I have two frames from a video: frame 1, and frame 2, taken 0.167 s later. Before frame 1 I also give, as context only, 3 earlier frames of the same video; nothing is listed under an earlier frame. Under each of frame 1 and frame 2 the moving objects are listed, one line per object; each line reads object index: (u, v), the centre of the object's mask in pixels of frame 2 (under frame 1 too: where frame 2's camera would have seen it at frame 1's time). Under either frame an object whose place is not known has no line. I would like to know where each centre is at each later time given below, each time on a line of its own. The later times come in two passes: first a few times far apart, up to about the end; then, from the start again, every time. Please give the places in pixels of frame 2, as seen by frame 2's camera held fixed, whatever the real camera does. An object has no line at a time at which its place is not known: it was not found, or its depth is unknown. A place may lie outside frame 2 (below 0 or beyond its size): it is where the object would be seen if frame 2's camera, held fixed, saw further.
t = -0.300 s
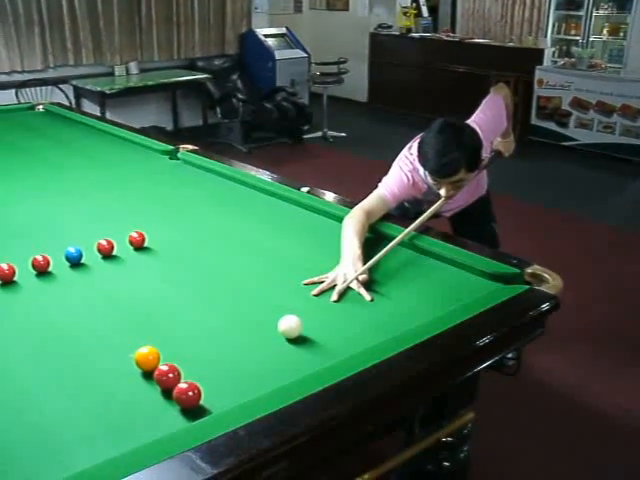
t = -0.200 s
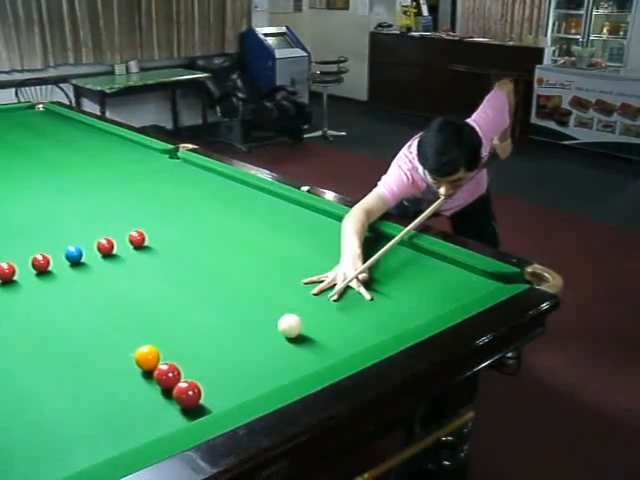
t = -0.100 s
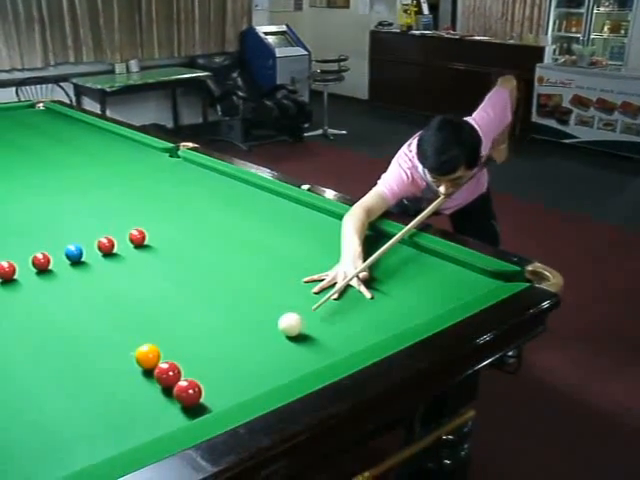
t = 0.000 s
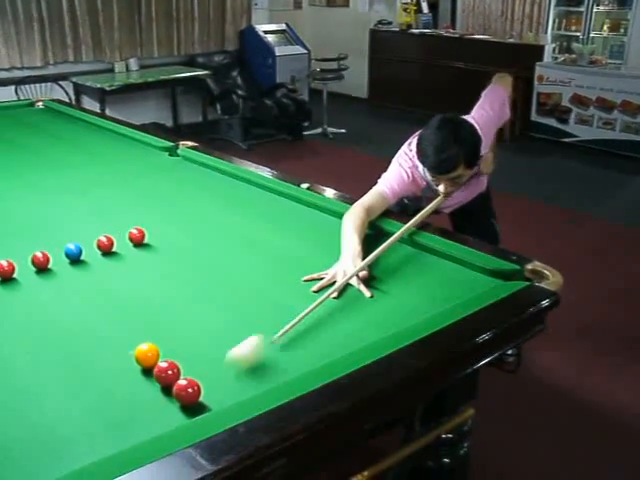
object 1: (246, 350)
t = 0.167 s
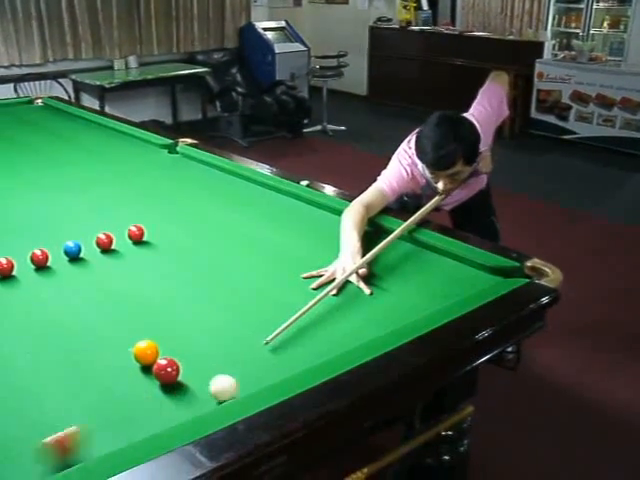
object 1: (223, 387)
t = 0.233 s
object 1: (230, 389)
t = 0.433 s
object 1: (233, 380)
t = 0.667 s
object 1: (234, 366)
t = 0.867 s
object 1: (234, 355)
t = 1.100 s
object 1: (235, 345)
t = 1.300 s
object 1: (237, 338)
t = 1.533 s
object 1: (238, 331)
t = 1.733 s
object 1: (238, 326)
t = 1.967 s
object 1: (239, 322)
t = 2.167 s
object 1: (239, 320)
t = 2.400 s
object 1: (239, 319)
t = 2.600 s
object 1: (239, 319)
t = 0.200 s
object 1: (227, 388)
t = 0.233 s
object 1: (230, 389)
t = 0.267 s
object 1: (232, 389)
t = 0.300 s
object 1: (233, 387)
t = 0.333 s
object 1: (233, 385)
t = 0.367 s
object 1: (233, 384)
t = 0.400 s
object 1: (233, 382)
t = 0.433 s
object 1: (233, 380)
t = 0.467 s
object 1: (233, 378)
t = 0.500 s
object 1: (234, 376)
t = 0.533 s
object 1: (234, 374)
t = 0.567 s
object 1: (234, 372)
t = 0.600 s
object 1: (234, 370)
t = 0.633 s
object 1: (234, 368)
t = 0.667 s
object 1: (234, 366)
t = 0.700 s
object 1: (234, 364)
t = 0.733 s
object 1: (234, 362)
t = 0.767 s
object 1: (234, 360)
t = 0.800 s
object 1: (234, 358)
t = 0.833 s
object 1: (234, 357)
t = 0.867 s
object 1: (234, 355)
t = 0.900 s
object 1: (235, 354)
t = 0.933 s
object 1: (235, 352)
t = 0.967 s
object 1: (235, 351)
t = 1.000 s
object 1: (235, 349)
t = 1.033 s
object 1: (235, 348)
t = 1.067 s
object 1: (235, 346)
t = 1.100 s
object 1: (235, 345)
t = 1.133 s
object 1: (236, 343)
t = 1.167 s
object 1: (236, 342)
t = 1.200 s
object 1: (236, 341)
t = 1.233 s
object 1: (237, 340)
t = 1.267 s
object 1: (237, 339)
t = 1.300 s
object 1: (237, 338)
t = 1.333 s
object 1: (237, 337)
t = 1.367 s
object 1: (237, 336)
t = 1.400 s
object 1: (237, 335)
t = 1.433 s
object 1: (237, 334)
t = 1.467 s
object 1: (238, 333)
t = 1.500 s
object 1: (238, 332)
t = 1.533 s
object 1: (238, 331)
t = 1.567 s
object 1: (238, 330)
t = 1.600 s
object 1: (238, 329)
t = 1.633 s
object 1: (238, 328)
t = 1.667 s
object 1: (238, 327)
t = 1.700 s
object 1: (238, 327)
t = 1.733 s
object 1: (238, 326)
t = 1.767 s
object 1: (238, 325)
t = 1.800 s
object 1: (238, 325)
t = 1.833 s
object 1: (238, 324)
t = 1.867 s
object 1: (238, 323)
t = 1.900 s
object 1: (238, 323)
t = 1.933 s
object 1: (239, 323)
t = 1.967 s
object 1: (239, 322)
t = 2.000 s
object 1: (239, 322)
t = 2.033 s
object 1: (239, 321)
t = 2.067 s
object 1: (239, 321)
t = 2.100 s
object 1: (239, 320)
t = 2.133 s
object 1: (239, 320)
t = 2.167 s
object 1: (239, 320)
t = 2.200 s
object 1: (239, 320)
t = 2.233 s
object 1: (239, 319)
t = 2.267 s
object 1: (239, 319)
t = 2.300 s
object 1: (239, 319)
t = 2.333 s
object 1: (239, 319)
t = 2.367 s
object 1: (239, 319)
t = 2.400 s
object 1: (239, 319)
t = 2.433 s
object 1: (239, 319)
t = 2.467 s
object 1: (239, 319)
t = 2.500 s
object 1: (239, 319)
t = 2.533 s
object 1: (239, 319)
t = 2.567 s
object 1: (239, 319)
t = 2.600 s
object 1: (239, 319)
